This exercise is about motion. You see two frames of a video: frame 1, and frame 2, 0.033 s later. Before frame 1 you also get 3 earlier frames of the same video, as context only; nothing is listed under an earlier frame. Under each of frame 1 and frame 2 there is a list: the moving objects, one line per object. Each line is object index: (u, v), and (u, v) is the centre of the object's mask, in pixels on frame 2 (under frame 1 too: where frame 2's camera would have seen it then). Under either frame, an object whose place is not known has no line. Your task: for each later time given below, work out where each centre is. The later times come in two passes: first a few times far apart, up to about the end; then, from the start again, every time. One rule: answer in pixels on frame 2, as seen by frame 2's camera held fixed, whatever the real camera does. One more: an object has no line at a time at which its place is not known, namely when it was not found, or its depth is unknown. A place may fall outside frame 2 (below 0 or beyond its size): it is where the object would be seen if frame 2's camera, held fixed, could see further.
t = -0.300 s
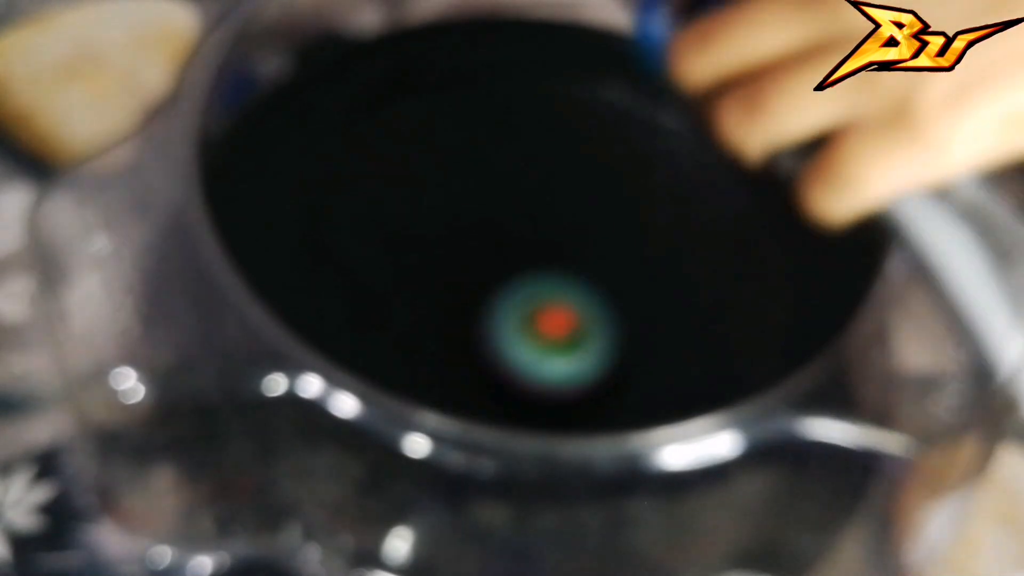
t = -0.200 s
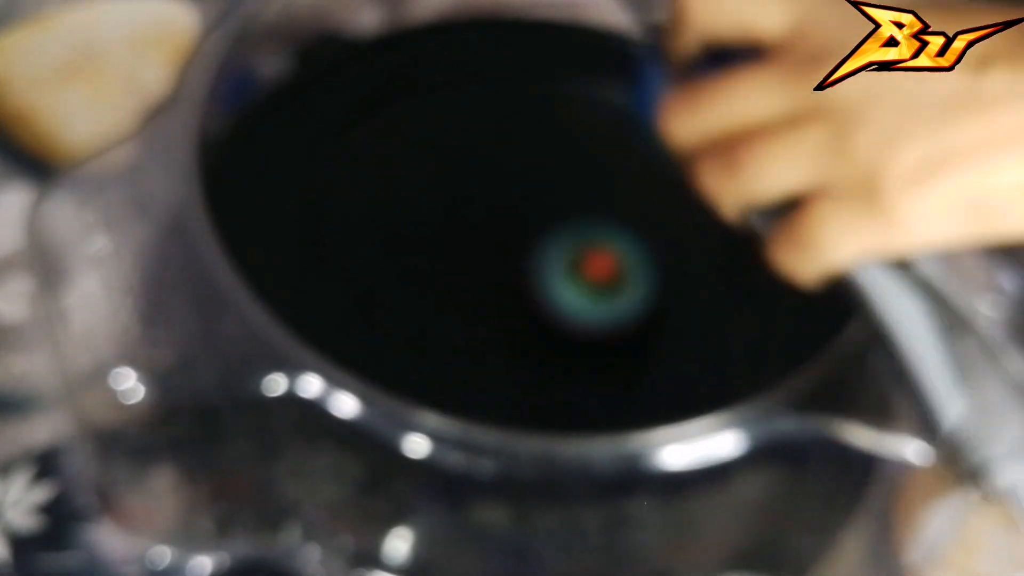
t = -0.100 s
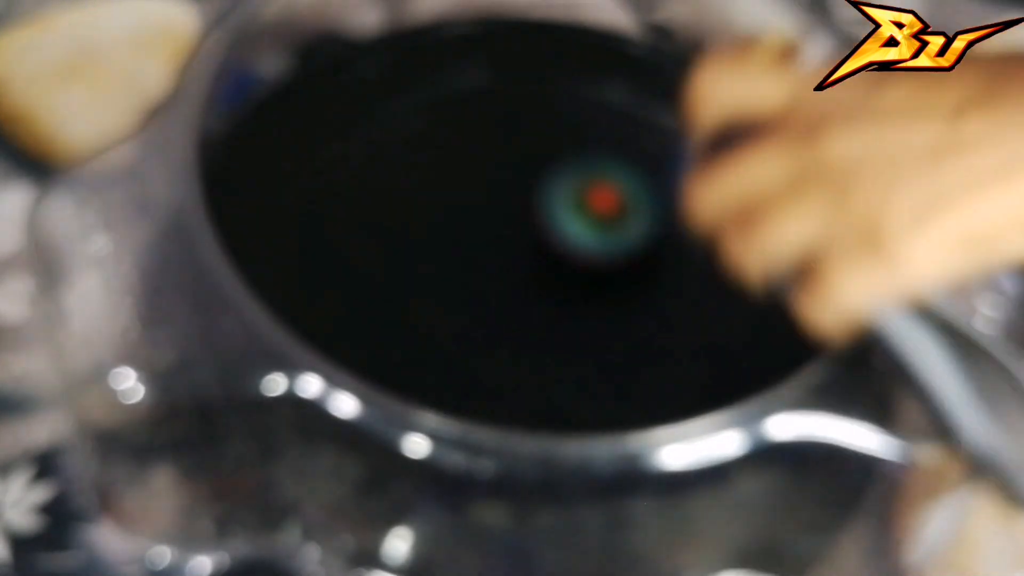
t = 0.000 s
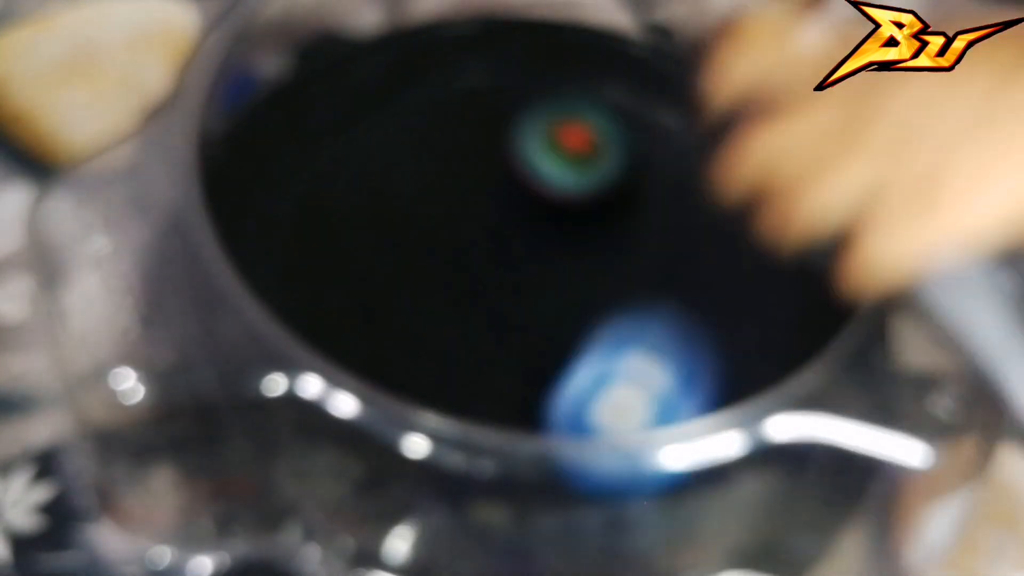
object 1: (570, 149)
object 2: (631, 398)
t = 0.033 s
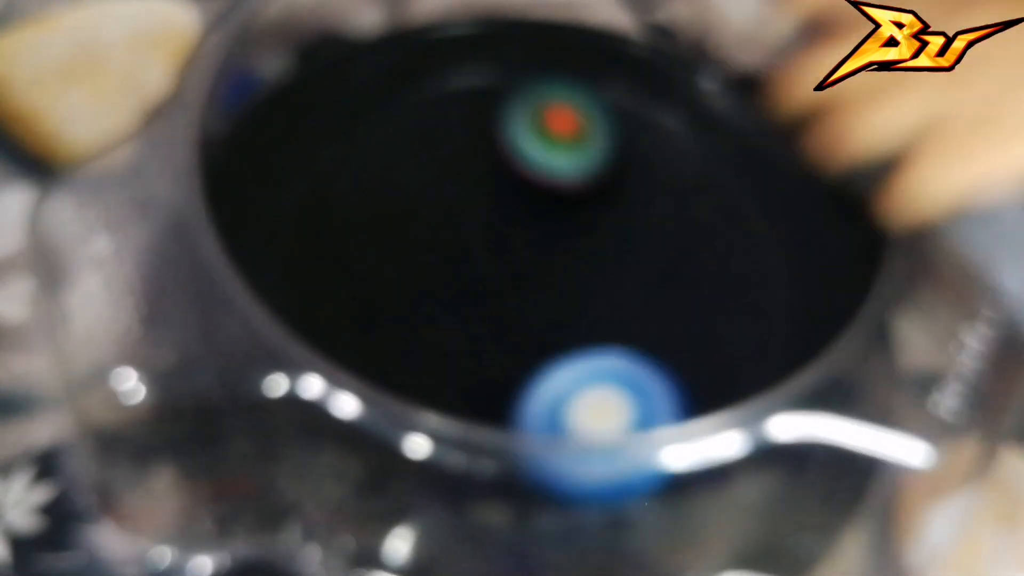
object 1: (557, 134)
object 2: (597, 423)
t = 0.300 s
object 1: (412, 100)
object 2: (439, 353)
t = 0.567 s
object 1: (365, 214)
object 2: (544, 236)
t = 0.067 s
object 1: (542, 120)
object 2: (566, 437)
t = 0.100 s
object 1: (523, 108)
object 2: (527, 467)
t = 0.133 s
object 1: (505, 98)
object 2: (488, 491)
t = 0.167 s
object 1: (485, 92)
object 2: (463, 465)
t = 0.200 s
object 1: (462, 88)
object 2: (446, 438)
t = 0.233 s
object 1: (445, 90)
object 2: (438, 411)
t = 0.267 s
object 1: (427, 94)
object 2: (440, 368)
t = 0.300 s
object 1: (412, 100)
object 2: (439, 353)
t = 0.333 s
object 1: (399, 109)
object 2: (443, 333)
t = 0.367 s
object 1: (389, 122)
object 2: (453, 308)
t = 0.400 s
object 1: (382, 137)
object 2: (466, 285)
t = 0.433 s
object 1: (377, 152)
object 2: (478, 265)
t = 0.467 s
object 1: (375, 169)
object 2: (490, 249)
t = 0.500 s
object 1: (372, 185)
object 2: (507, 240)
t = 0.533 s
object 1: (367, 198)
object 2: (527, 237)
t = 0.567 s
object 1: (365, 214)
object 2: (544, 236)
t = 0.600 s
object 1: (369, 232)
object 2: (557, 235)
